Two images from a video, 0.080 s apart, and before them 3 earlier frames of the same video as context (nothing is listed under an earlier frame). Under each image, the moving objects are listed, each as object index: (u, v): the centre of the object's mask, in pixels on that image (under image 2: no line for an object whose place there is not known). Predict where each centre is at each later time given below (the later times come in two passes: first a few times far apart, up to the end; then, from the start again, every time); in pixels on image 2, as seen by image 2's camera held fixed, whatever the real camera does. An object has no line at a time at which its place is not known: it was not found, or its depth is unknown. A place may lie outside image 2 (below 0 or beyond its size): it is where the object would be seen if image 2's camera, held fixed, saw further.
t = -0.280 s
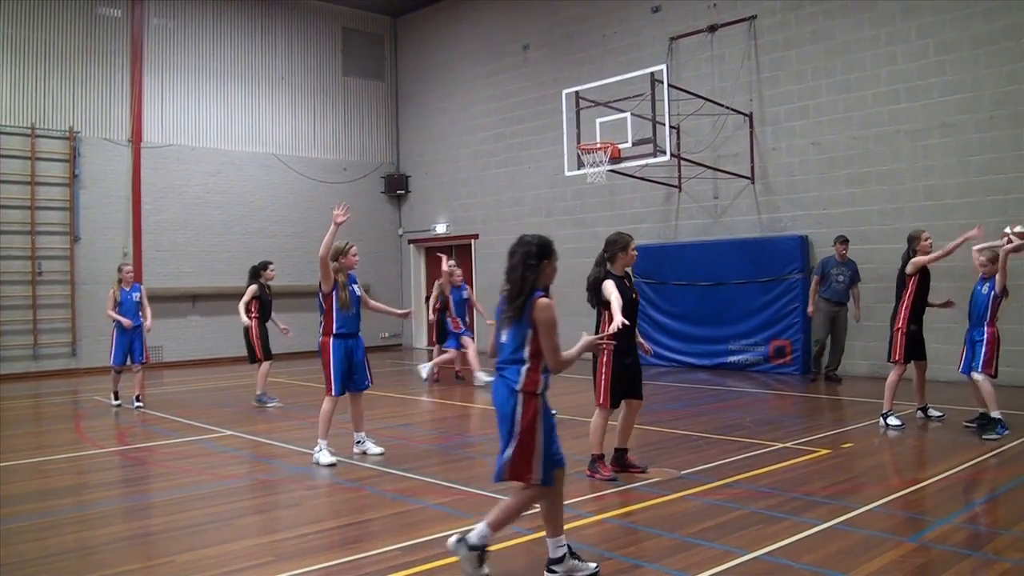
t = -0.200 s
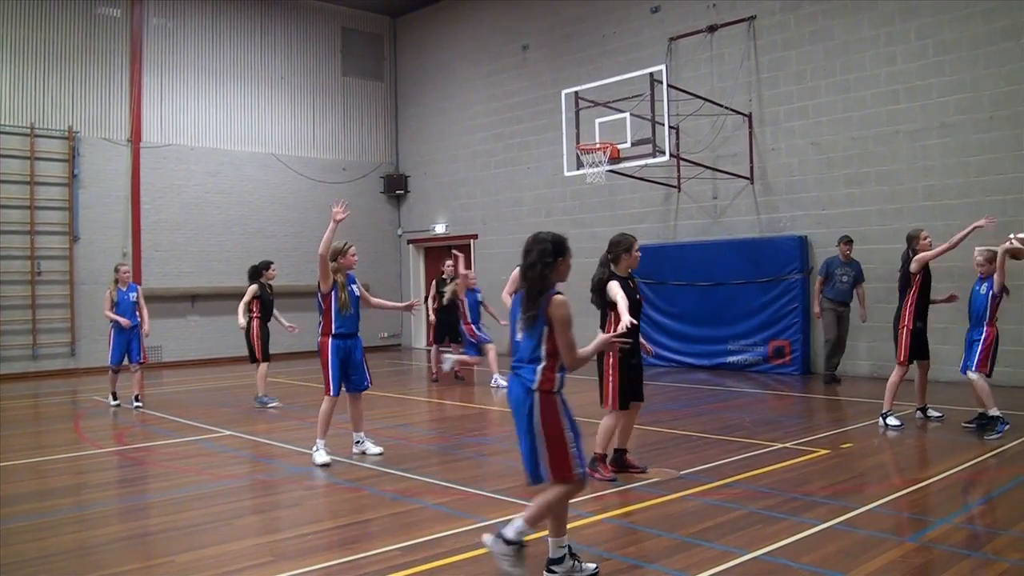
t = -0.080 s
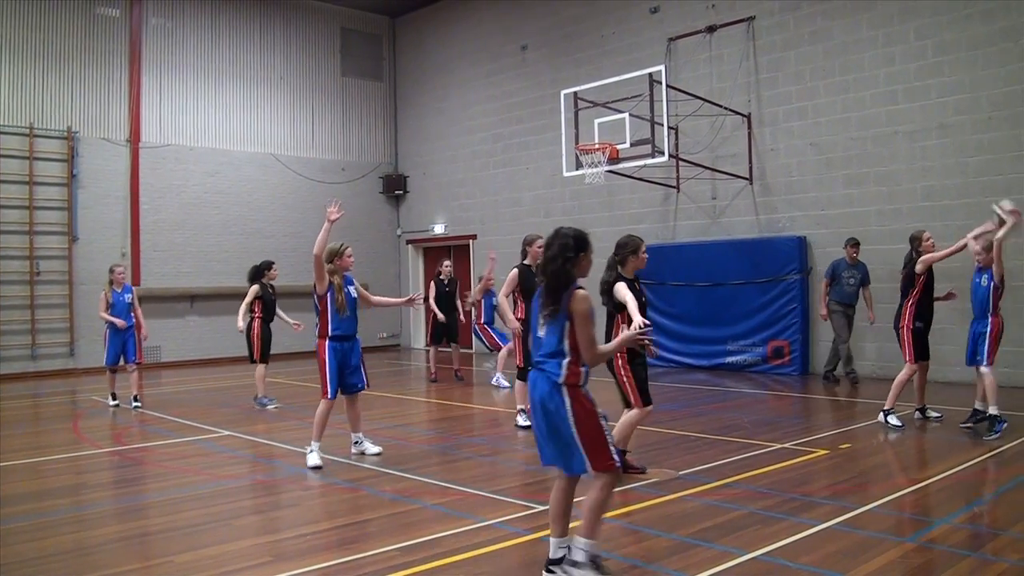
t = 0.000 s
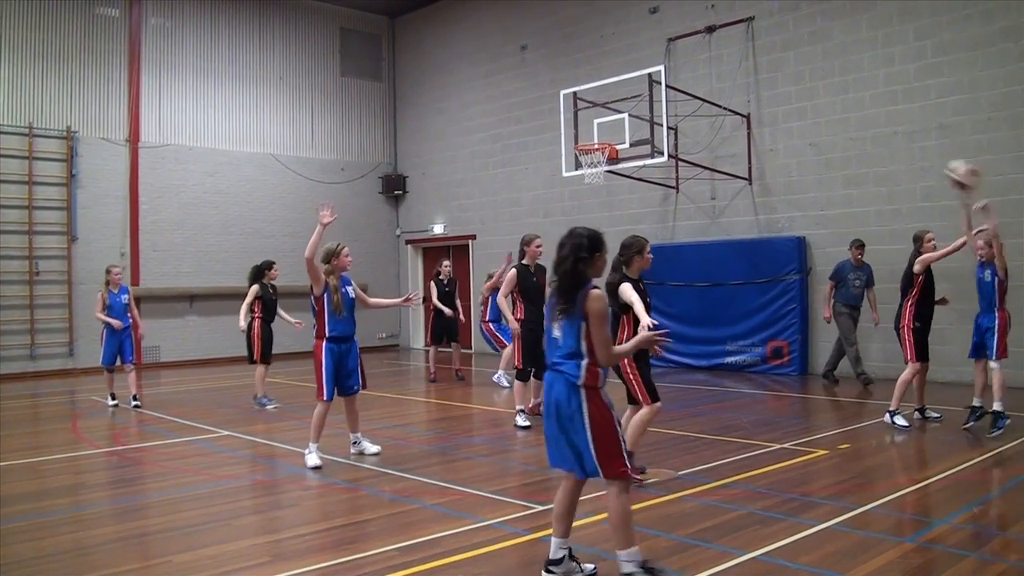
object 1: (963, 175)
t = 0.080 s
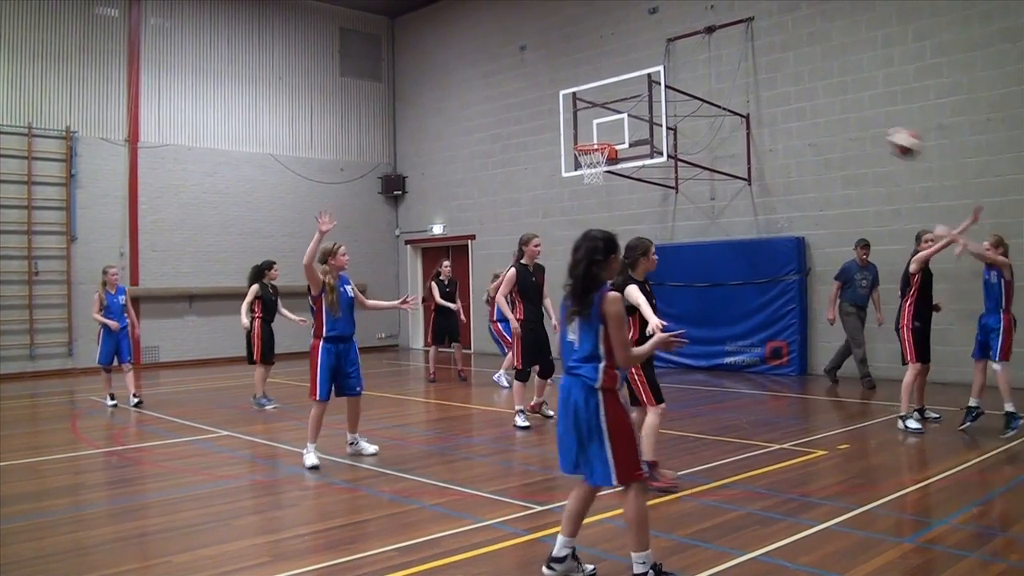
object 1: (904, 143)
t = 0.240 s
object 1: (779, 97)
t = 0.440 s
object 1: (608, 83)
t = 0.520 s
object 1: (535, 90)
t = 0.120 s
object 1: (874, 130)
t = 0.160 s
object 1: (843, 117)
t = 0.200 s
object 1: (812, 106)
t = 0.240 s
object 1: (779, 97)
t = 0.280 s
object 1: (746, 90)
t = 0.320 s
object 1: (713, 85)
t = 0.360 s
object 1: (681, 81)
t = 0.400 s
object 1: (643, 81)
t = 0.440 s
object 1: (608, 83)
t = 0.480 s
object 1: (571, 84)
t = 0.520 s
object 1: (535, 90)
